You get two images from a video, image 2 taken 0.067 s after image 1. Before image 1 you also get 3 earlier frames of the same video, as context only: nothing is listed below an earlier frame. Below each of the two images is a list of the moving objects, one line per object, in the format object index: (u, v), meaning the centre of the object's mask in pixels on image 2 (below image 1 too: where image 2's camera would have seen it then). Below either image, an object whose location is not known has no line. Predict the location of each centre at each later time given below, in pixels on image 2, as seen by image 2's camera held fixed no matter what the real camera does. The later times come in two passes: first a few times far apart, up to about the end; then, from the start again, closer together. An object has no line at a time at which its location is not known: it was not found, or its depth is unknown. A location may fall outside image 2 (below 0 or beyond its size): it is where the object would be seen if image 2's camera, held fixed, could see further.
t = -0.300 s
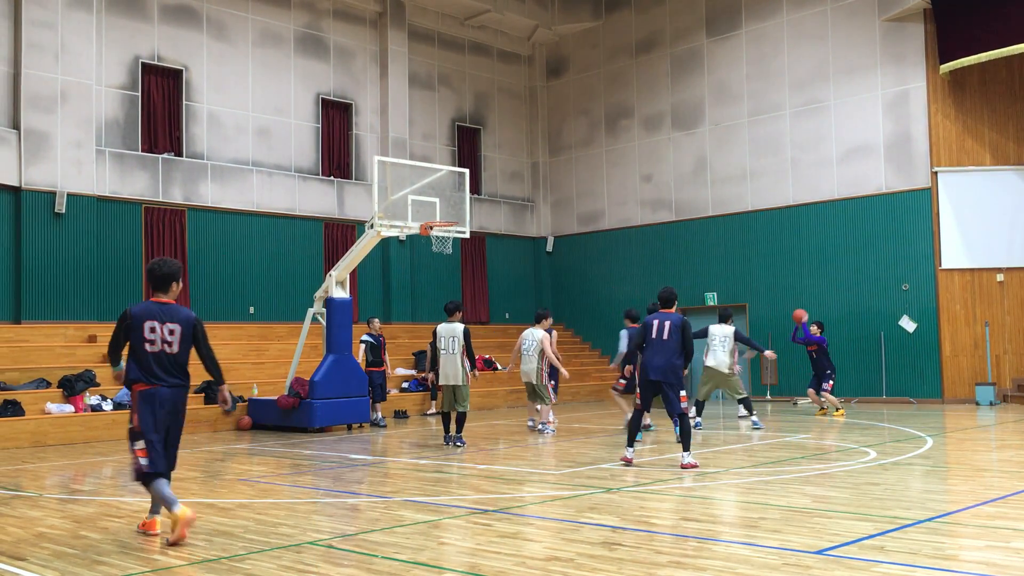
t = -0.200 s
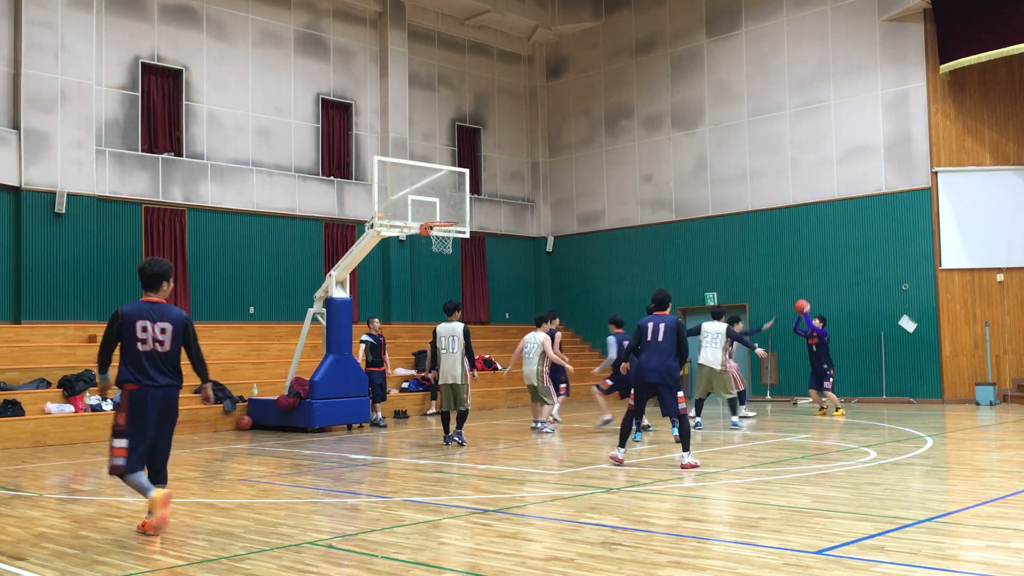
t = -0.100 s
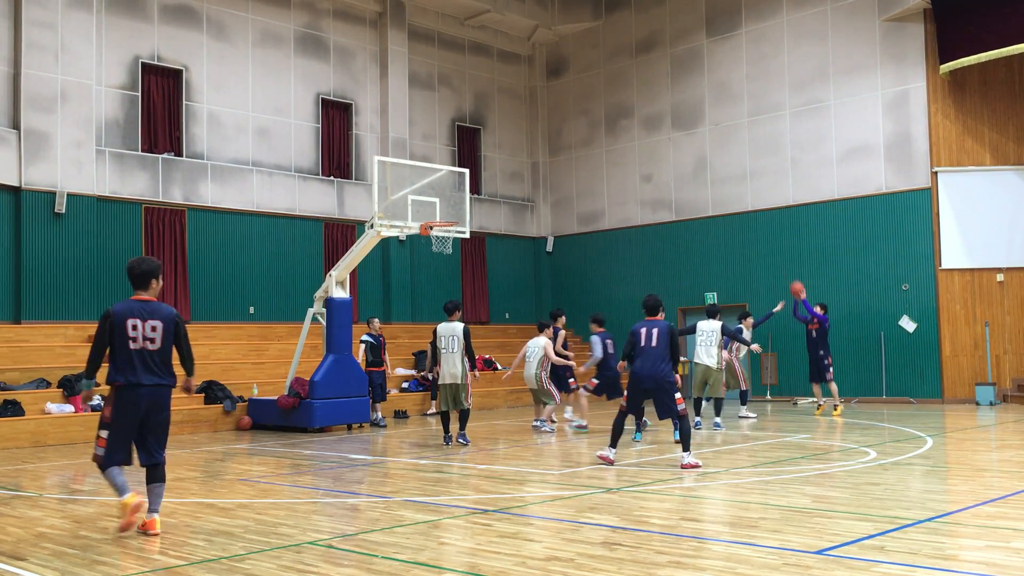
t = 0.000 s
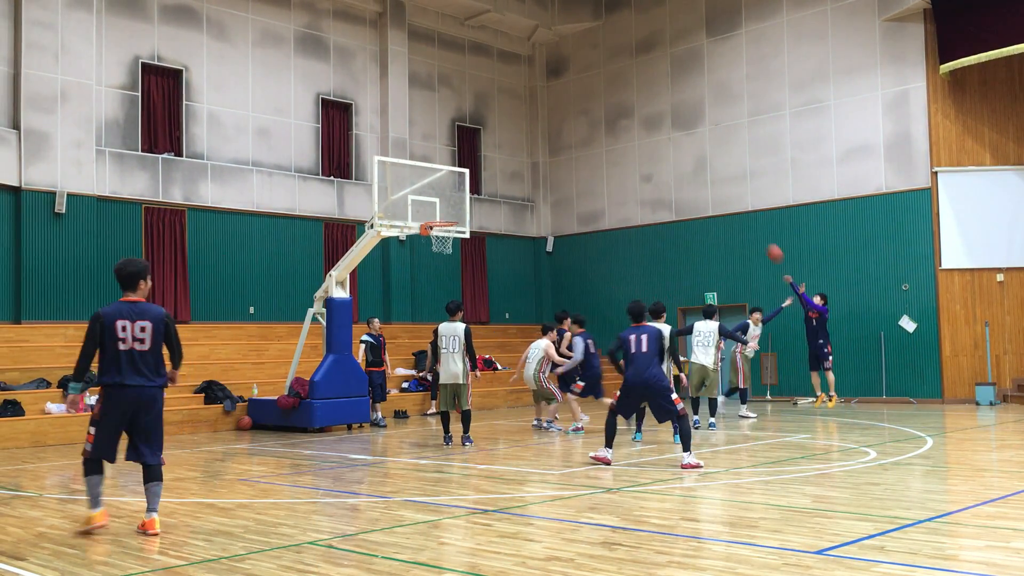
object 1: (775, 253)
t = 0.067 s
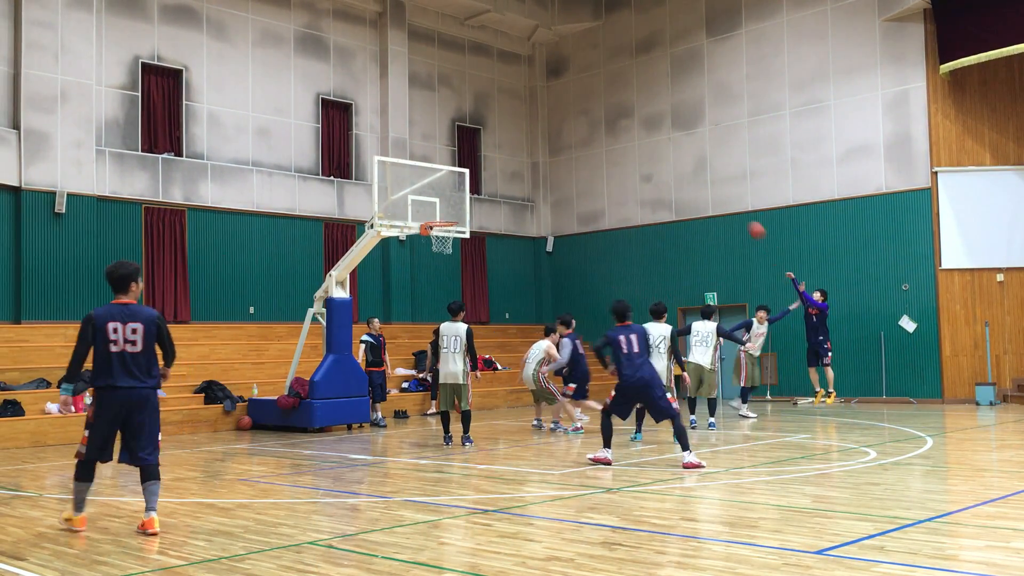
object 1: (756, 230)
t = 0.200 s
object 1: (720, 192)
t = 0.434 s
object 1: (655, 146)
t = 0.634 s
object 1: (598, 131)
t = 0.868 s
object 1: (530, 145)
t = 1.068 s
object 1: (469, 185)
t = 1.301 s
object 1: (446, 240)
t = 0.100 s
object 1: (747, 219)
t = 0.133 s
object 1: (738, 210)
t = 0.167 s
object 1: (729, 201)
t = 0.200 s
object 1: (720, 192)
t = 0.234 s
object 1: (711, 183)
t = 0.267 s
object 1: (701, 176)
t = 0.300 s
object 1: (692, 169)
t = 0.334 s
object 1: (683, 162)
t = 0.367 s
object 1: (674, 156)
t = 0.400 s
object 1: (664, 150)
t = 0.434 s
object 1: (655, 146)
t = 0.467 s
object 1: (645, 142)
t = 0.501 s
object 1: (637, 138)
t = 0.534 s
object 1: (627, 135)
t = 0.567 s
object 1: (617, 133)
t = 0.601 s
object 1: (607, 132)
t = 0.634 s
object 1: (598, 131)
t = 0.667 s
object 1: (588, 131)
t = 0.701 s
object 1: (579, 131)
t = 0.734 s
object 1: (569, 133)
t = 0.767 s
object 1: (559, 134)
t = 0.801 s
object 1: (550, 137)
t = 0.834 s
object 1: (540, 140)
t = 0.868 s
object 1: (530, 145)
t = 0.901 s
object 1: (519, 149)
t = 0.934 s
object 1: (510, 155)
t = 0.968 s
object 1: (499, 161)
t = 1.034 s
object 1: (478, 177)
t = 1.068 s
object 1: (469, 185)
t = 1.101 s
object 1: (457, 195)
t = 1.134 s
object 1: (448, 204)
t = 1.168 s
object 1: (436, 215)
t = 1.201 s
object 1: (438, 223)
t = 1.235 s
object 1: (449, 228)
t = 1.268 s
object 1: (449, 233)
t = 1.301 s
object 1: (446, 240)
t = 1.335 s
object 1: (444, 247)
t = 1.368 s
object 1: (441, 253)
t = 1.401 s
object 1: (438, 260)
